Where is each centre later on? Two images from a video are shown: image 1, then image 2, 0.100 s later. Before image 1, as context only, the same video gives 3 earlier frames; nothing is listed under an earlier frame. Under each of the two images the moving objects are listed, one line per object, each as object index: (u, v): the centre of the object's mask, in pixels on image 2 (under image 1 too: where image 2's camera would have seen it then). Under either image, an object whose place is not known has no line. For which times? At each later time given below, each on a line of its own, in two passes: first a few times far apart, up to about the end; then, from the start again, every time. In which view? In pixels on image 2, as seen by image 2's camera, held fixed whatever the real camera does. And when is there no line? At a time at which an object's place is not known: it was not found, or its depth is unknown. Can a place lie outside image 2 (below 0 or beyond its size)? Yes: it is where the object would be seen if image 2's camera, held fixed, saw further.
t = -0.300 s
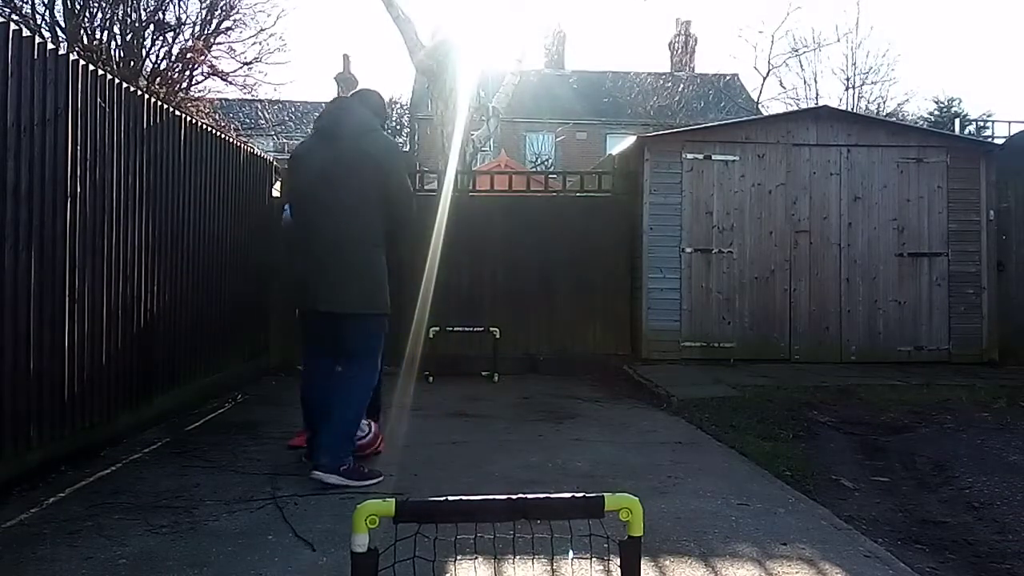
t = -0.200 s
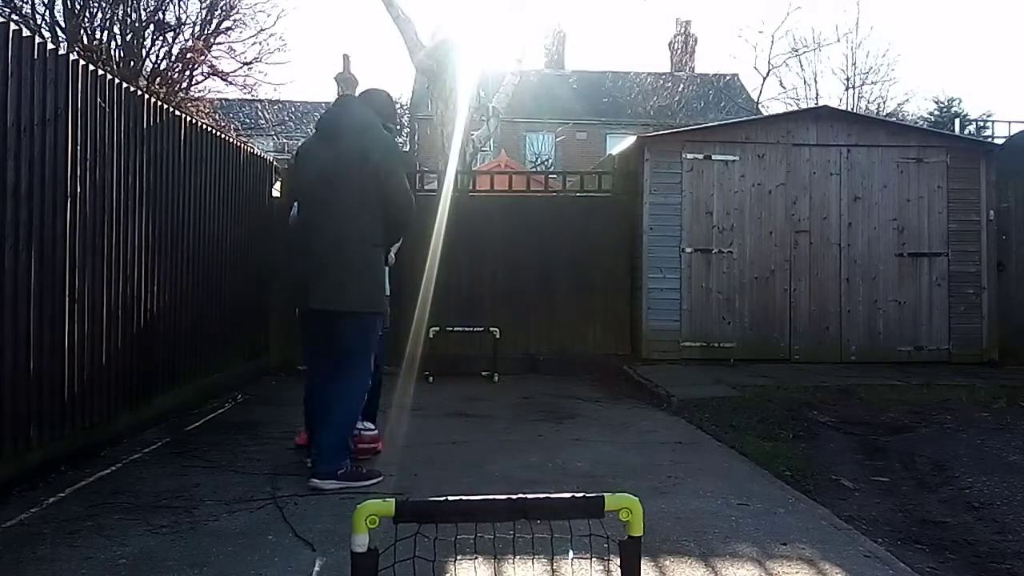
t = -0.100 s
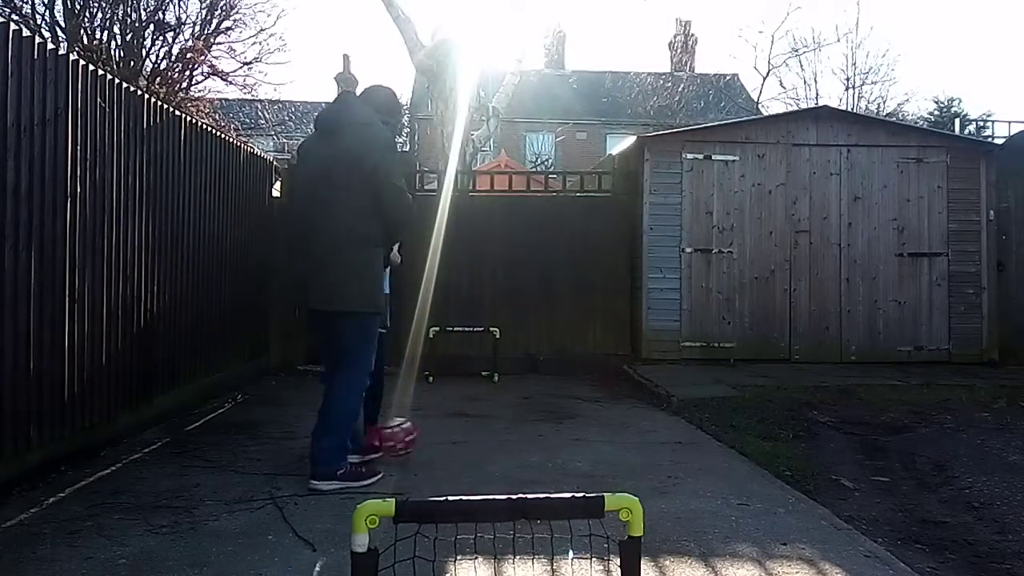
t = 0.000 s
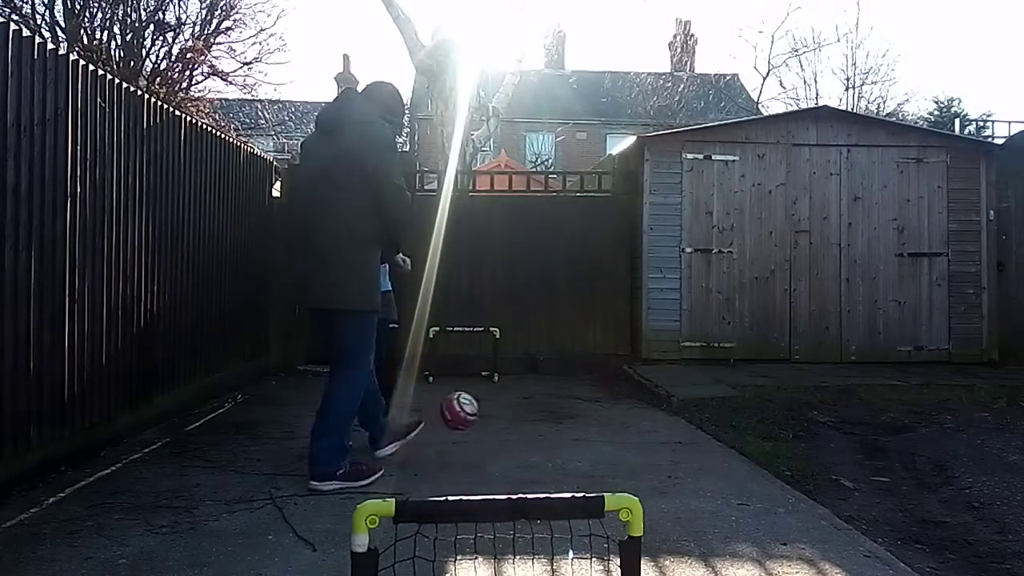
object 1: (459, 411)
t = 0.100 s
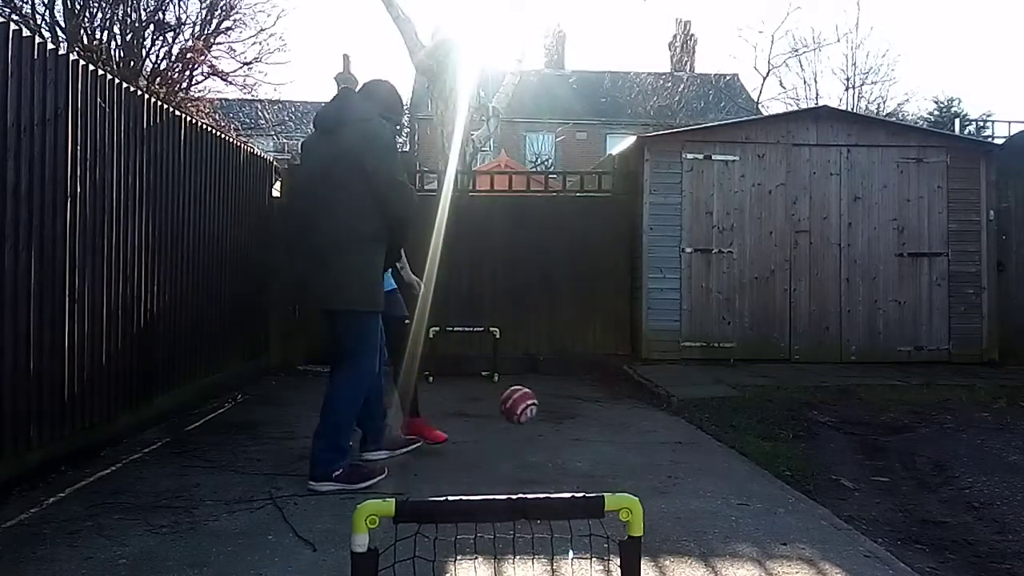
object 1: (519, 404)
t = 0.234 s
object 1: (597, 429)
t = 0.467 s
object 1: (697, 437)
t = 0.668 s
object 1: (774, 443)
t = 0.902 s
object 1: (866, 456)
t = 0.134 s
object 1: (538, 407)
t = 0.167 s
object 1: (558, 411)
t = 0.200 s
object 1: (579, 419)
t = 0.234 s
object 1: (597, 429)
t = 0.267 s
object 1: (615, 440)
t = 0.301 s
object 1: (627, 435)
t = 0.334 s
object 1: (640, 430)
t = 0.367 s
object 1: (655, 427)
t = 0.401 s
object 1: (671, 428)
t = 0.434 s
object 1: (683, 431)
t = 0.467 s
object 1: (697, 437)
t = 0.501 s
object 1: (710, 440)
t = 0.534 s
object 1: (723, 437)
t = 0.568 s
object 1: (736, 436)
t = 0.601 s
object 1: (749, 437)
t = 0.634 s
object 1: (761, 440)
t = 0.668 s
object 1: (774, 443)
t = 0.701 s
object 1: (788, 446)
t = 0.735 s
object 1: (801, 444)
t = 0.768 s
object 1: (812, 445)
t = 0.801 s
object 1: (827, 449)
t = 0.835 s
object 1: (839, 454)
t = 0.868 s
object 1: (853, 454)
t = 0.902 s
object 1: (866, 456)
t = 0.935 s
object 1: (878, 456)
